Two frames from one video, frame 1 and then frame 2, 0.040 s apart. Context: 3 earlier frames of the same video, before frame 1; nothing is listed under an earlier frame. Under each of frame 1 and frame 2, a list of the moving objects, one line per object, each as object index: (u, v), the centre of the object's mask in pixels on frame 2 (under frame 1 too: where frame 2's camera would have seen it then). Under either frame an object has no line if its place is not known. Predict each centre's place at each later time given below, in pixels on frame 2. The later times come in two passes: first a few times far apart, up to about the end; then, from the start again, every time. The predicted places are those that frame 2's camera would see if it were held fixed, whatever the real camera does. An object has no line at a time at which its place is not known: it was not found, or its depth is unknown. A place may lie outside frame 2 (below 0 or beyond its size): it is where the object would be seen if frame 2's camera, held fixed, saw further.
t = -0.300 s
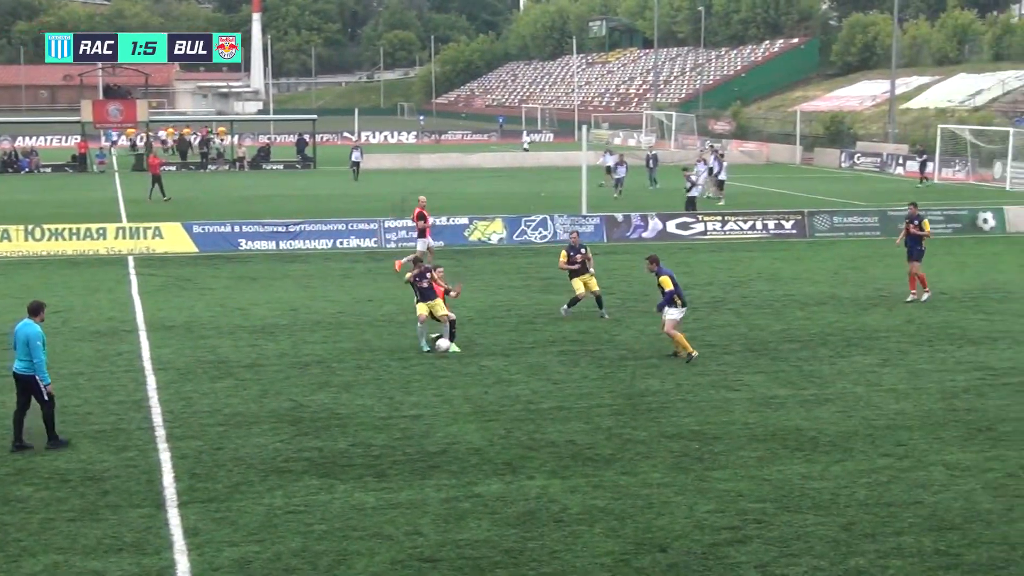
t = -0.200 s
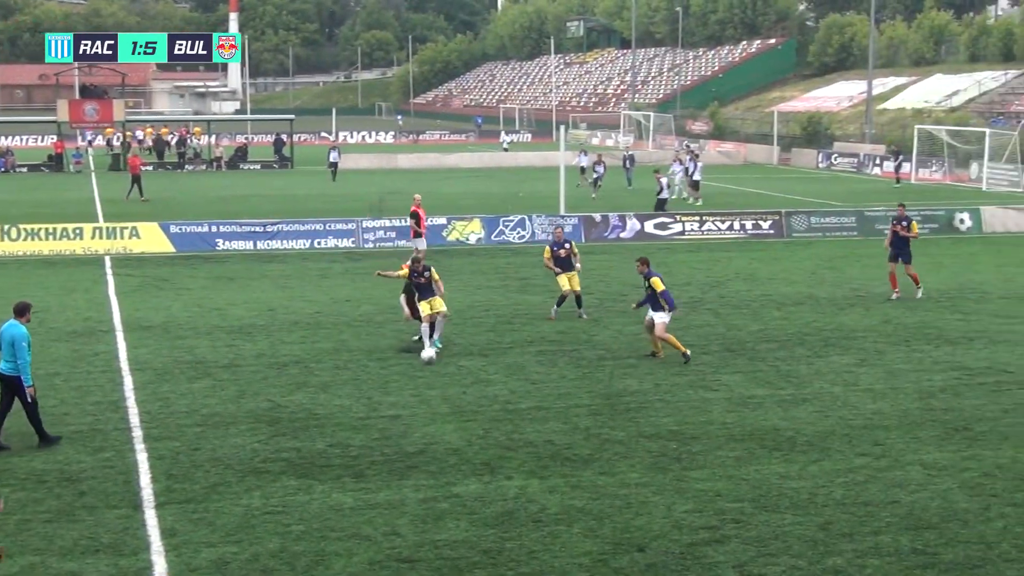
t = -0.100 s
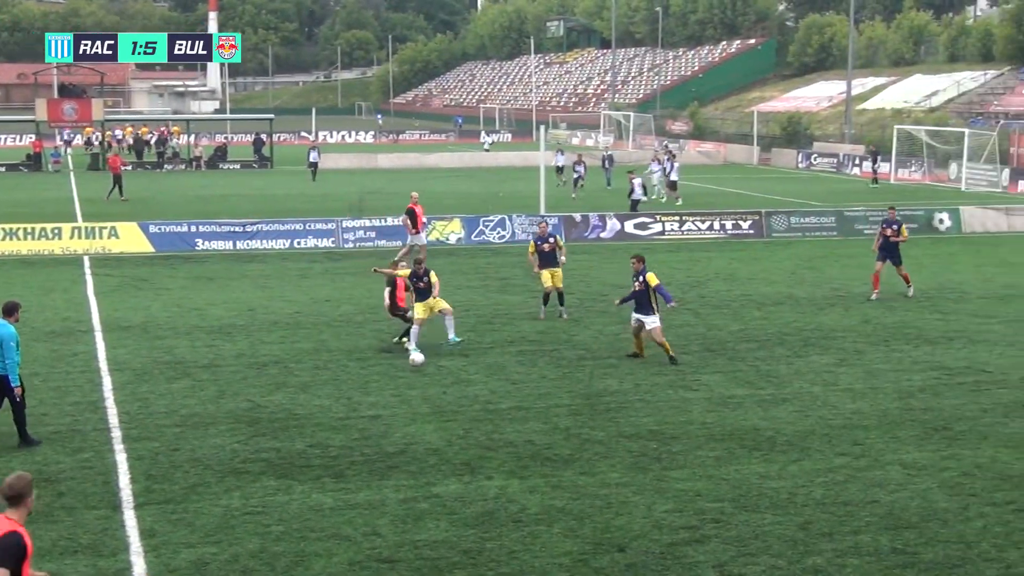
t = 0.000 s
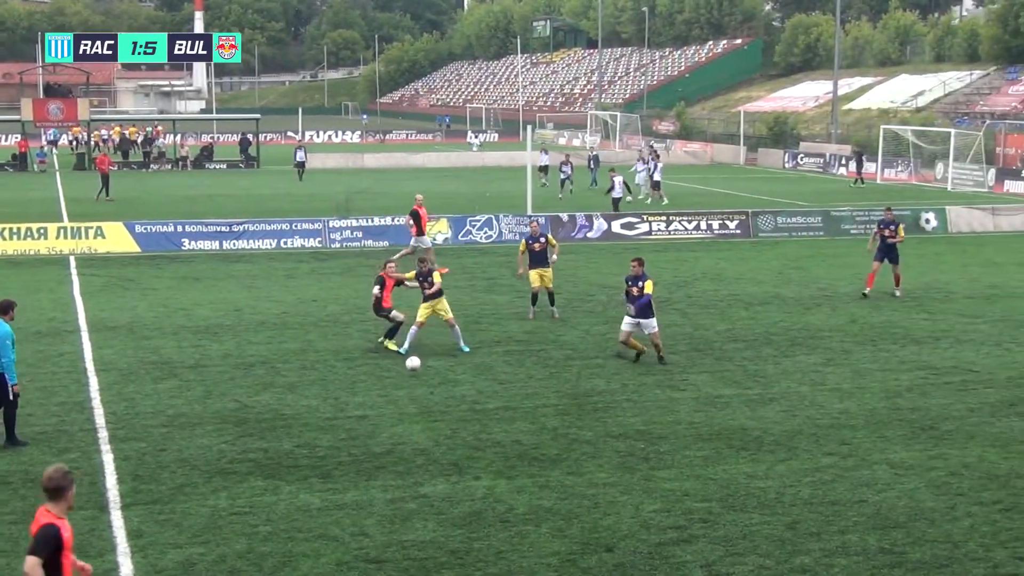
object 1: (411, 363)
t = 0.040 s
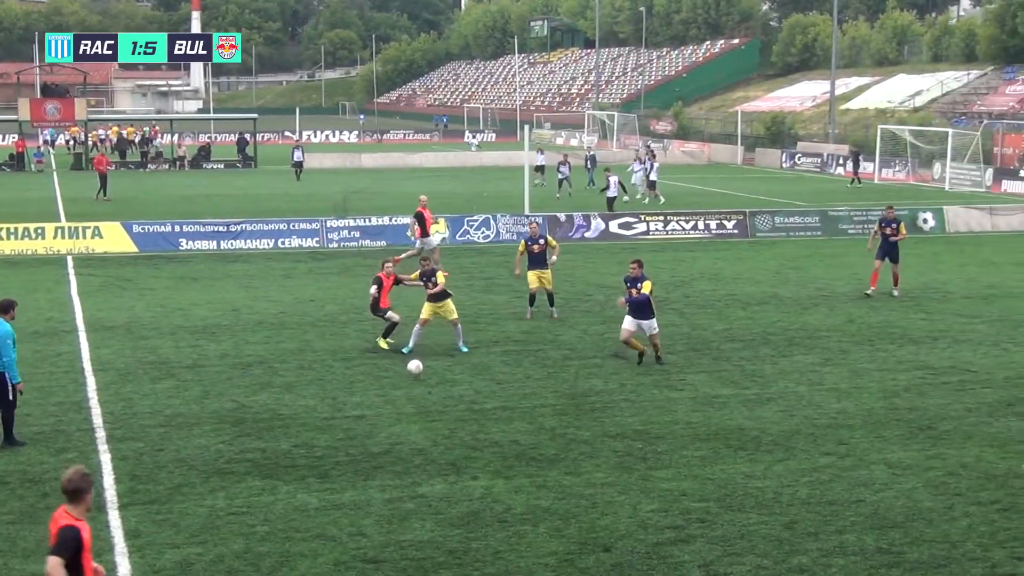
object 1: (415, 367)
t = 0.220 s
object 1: (432, 379)
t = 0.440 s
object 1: (453, 392)
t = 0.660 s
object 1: (473, 412)
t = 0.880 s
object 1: (493, 427)
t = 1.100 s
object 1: (515, 444)
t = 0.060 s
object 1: (416, 370)
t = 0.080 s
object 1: (419, 373)
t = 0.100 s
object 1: (421, 375)
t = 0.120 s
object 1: (423, 376)
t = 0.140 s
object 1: (424, 375)
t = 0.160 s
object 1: (426, 375)
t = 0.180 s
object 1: (429, 377)
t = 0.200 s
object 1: (430, 377)
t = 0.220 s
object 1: (432, 379)
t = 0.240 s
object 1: (434, 380)
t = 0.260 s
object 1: (436, 383)
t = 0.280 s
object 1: (438, 385)
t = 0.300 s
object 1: (440, 388)
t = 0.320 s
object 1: (442, 389)
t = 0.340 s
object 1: (444, 389)
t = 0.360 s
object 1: (446, 389)
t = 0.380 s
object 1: (447, 389)
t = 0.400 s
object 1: (449, 390)
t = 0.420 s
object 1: (451, 391)
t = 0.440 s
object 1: (453, 392)
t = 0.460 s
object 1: (455, 394)
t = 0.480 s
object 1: (456, 396)
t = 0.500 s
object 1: (459, 400)
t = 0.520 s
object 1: (461, 402)
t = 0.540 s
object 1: (462, 404)
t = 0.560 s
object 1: (464, 404)
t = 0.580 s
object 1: (466, 405)
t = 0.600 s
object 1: (467, 407)
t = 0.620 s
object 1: (469, 409)
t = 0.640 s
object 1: (471, 410)
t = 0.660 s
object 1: (473, 412)
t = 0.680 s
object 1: (474, 413)
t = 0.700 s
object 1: (476, 414)
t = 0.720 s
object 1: (478, 416)
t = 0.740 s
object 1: (480, 417)
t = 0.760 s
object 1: (481, 418)
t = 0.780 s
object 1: (483, 420)
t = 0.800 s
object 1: (485, 421)
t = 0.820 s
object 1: (487, 423)
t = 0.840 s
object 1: (489, 424)
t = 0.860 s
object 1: (491, 426)
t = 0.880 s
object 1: (493, 427)
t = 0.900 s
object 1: (495, 428)
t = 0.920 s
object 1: (497, 430)
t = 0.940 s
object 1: (498, 431)
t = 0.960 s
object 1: (500, 433)
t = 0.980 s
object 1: (502, 435)
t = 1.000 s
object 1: (504, 436)
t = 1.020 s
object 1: (506, 438)
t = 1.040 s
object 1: (508, 440)
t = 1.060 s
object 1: (510, 441)
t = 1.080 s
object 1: (513, 443)
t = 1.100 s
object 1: (515, 444)
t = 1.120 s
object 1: (516, 445)
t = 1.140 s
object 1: (518, 446)
